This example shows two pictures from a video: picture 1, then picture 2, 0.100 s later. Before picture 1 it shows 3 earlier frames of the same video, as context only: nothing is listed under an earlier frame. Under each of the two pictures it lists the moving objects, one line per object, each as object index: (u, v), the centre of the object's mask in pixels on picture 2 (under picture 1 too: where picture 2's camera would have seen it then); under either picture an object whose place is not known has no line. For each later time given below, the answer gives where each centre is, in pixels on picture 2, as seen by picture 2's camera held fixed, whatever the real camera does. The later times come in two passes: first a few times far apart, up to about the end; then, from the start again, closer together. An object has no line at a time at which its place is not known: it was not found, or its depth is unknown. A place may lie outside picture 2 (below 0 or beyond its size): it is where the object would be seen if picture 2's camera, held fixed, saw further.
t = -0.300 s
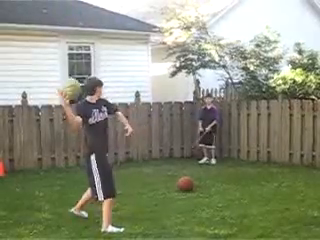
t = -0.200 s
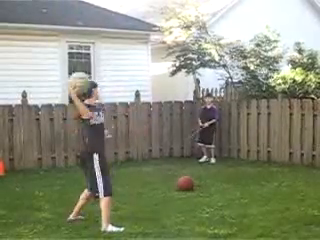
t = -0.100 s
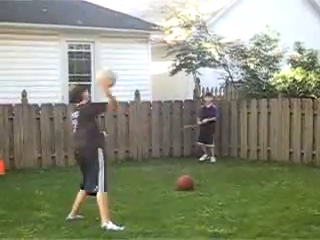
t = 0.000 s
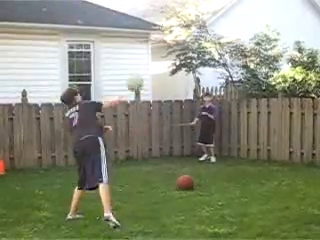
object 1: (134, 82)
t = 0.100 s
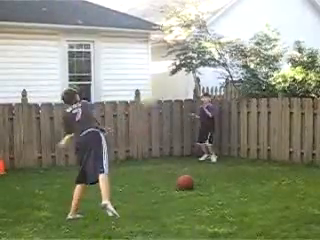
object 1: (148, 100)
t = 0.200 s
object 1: (158, 119)
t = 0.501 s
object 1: (175, 135)
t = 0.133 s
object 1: (151, 106)
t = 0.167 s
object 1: (155, 113)
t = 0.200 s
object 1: (158, 119)
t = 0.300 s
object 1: (166, 138)
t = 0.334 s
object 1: (168, 145)
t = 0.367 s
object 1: (169, 151)
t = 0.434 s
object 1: (172, 149)
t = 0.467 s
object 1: (174, 141)
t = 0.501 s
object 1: (175, 135)
